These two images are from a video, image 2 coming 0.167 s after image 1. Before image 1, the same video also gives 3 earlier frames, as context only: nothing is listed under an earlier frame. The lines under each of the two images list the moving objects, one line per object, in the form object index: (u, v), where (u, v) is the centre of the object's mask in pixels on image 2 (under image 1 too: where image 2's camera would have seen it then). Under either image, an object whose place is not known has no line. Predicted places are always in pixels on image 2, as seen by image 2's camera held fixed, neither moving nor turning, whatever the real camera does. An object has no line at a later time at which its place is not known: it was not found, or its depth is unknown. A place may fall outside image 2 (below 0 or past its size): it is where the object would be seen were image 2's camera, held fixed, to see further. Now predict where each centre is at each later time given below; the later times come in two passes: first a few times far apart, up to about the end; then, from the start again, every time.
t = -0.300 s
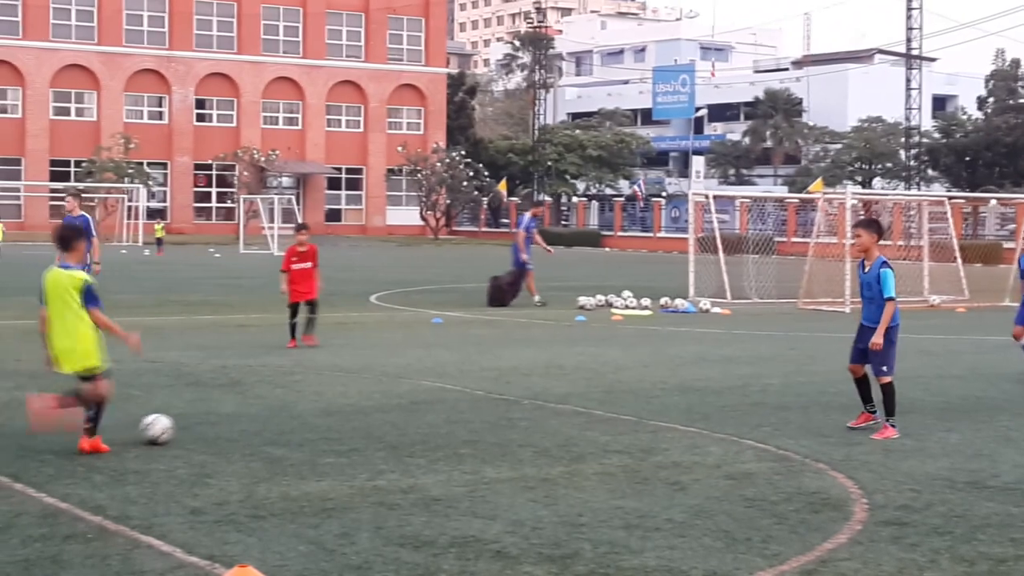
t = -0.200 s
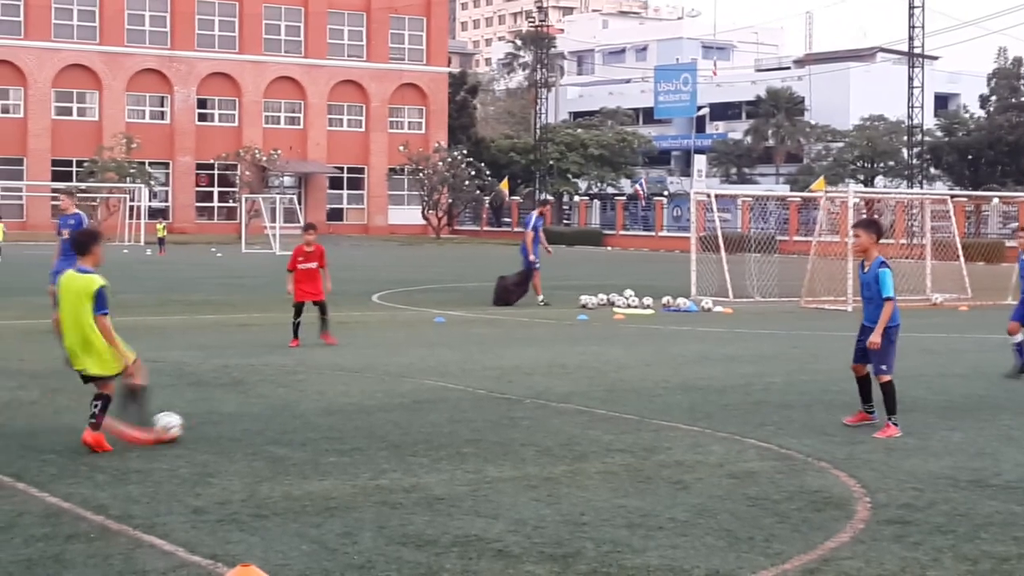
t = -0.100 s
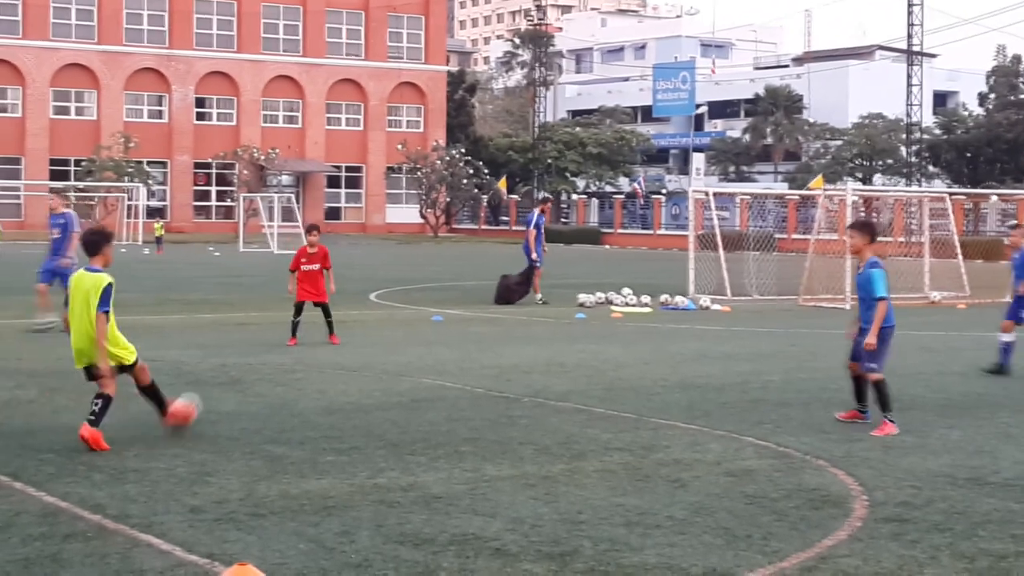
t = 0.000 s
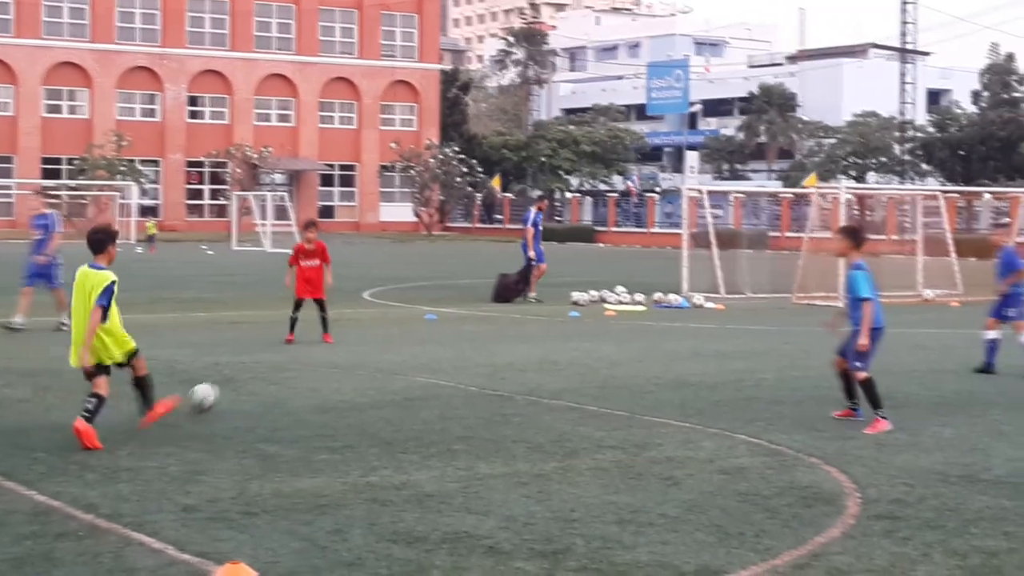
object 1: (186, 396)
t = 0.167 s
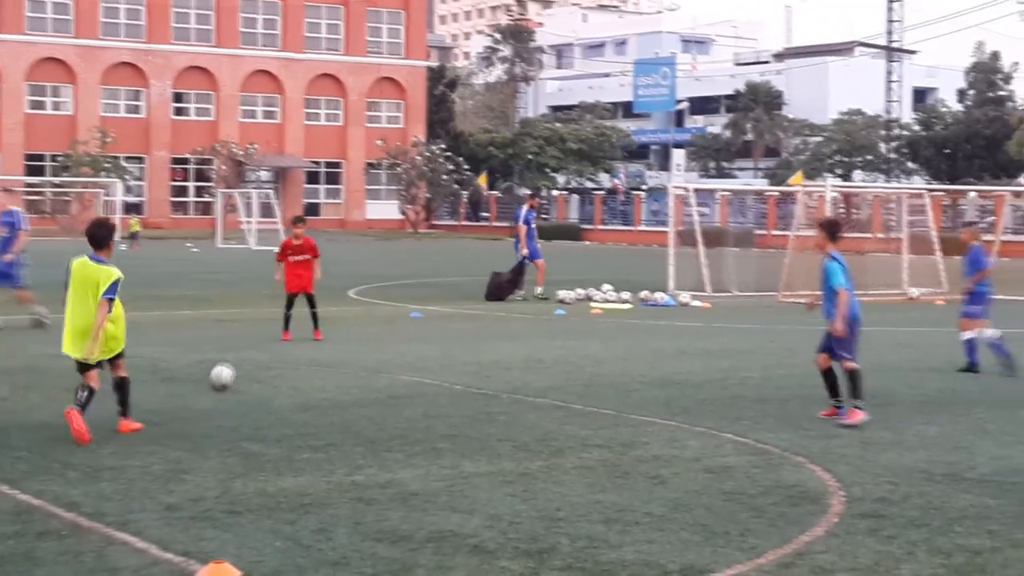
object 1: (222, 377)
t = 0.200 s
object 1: (227, 373)
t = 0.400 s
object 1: (252, 355)
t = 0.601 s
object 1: (267, 344)
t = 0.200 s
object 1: (227, 373)
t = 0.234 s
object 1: (232, 369)
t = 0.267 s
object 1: (237, 366)
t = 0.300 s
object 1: (241, 364)
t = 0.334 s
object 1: (245, 361)
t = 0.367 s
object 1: (249, 358)
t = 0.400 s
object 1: (252, 355)
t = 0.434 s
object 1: (254, 352)
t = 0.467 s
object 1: (258, 350)
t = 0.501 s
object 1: (261, 350)
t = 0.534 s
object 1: (263, 348)
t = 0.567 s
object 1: (266, 346)
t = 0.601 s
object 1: (267, 344)
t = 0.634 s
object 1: (270, 344)
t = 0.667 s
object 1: (271, 343)
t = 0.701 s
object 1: (273, 341)
